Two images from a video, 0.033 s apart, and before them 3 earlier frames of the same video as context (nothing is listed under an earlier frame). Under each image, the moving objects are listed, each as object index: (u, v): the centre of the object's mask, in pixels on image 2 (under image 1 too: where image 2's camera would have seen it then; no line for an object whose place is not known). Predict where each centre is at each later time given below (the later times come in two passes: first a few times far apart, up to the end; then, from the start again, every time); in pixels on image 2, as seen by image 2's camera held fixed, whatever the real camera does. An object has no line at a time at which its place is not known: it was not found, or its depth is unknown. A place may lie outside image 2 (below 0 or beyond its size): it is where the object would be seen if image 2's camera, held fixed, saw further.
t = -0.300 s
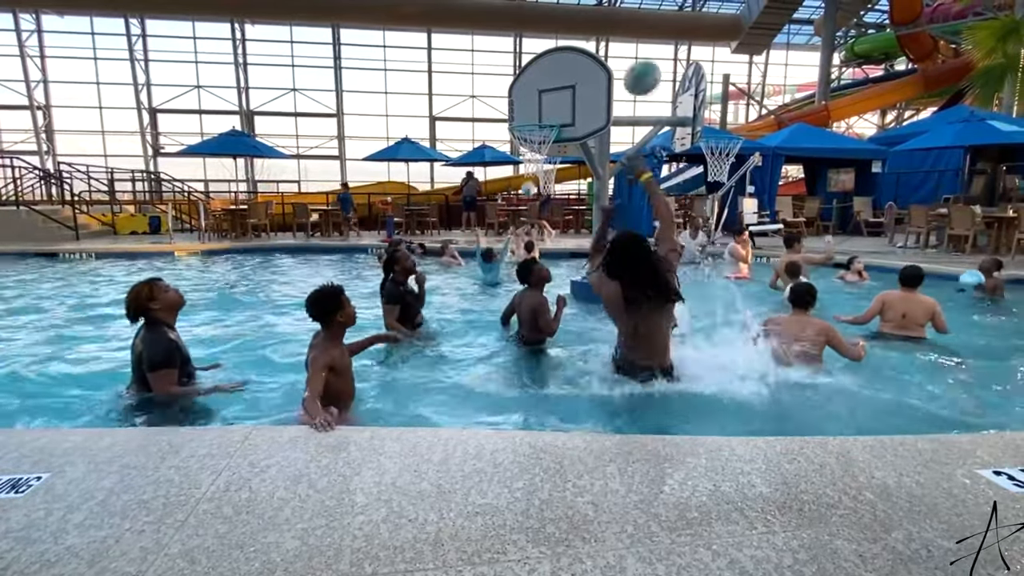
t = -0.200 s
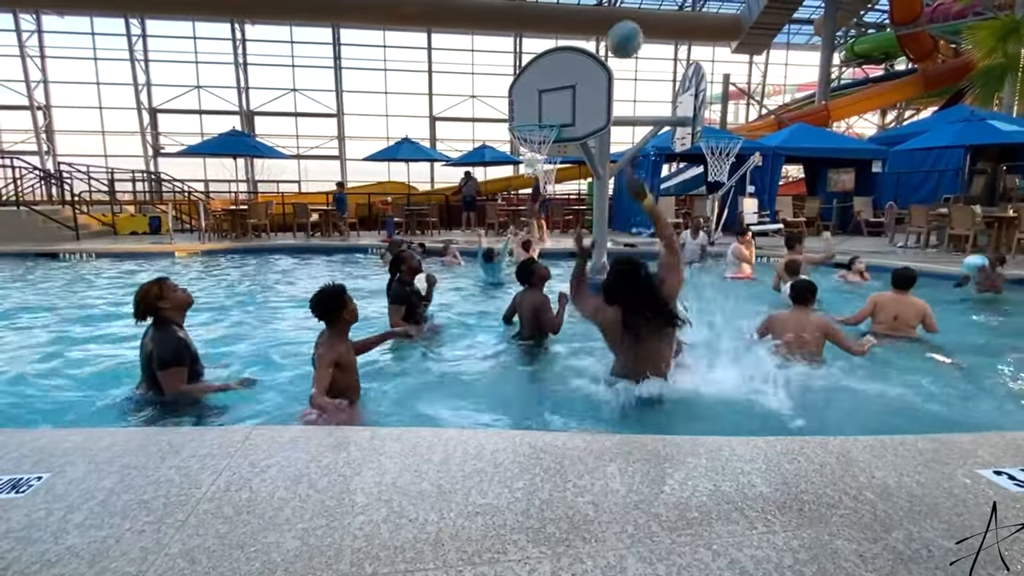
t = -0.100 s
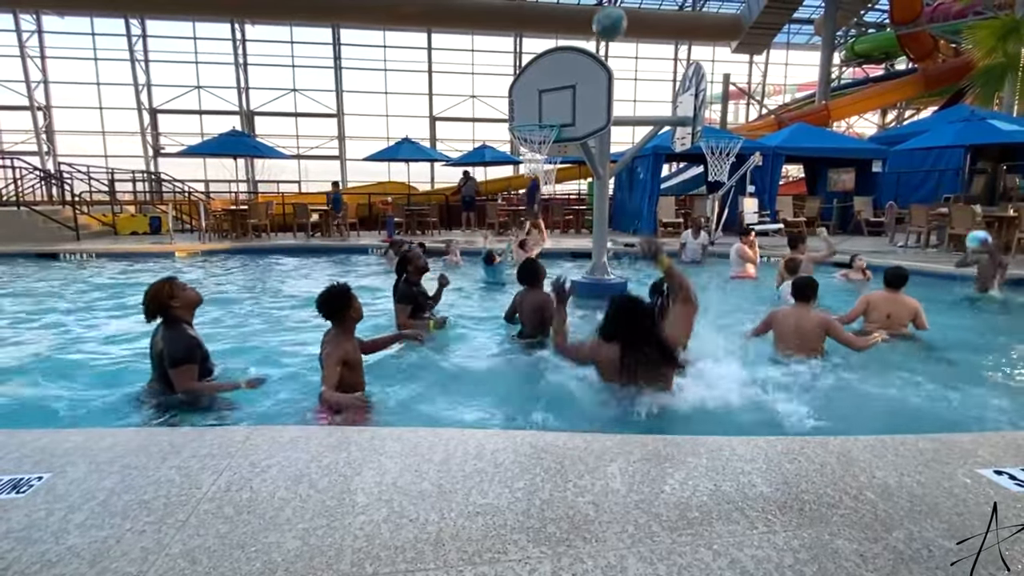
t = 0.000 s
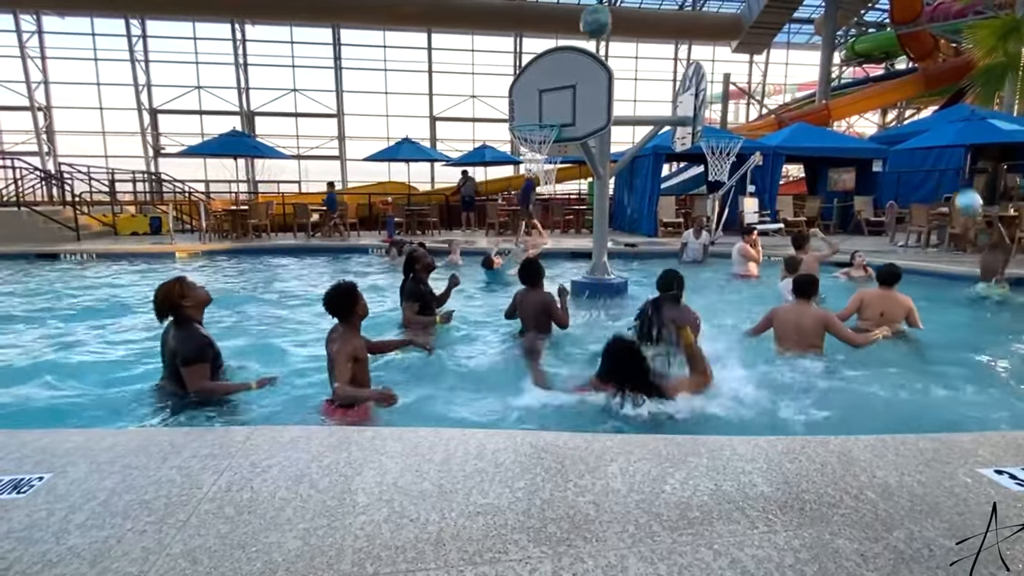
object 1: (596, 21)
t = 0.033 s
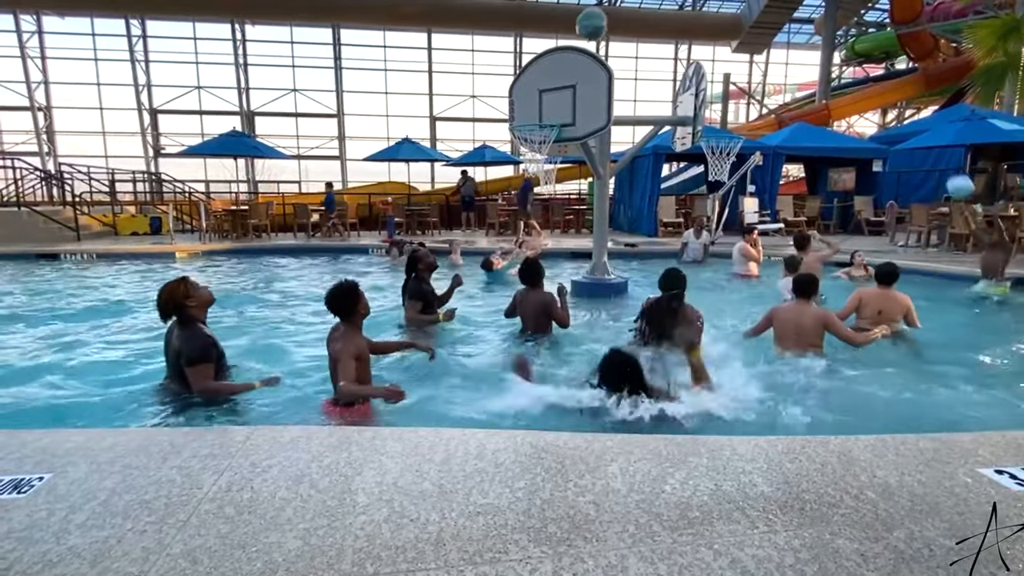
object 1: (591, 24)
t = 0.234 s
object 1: (566, 66)
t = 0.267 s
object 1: (564, 78)
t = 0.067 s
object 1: (587, 28)
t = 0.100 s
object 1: (583, 33)
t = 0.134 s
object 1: (579, 38)
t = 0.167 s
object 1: (575, 48)
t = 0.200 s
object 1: (573, 58)
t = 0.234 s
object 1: (566, 66)
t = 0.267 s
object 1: (564, 78)
